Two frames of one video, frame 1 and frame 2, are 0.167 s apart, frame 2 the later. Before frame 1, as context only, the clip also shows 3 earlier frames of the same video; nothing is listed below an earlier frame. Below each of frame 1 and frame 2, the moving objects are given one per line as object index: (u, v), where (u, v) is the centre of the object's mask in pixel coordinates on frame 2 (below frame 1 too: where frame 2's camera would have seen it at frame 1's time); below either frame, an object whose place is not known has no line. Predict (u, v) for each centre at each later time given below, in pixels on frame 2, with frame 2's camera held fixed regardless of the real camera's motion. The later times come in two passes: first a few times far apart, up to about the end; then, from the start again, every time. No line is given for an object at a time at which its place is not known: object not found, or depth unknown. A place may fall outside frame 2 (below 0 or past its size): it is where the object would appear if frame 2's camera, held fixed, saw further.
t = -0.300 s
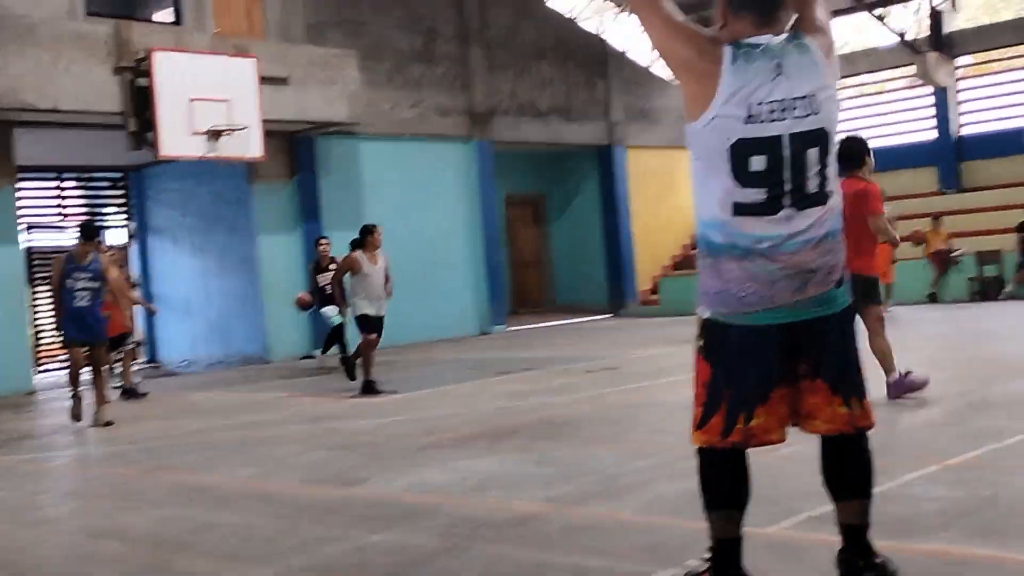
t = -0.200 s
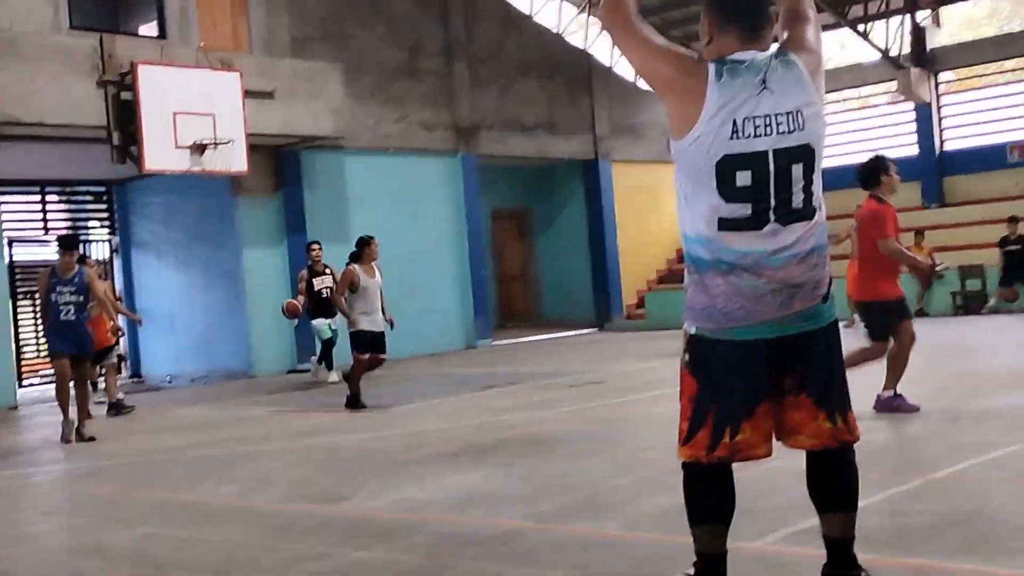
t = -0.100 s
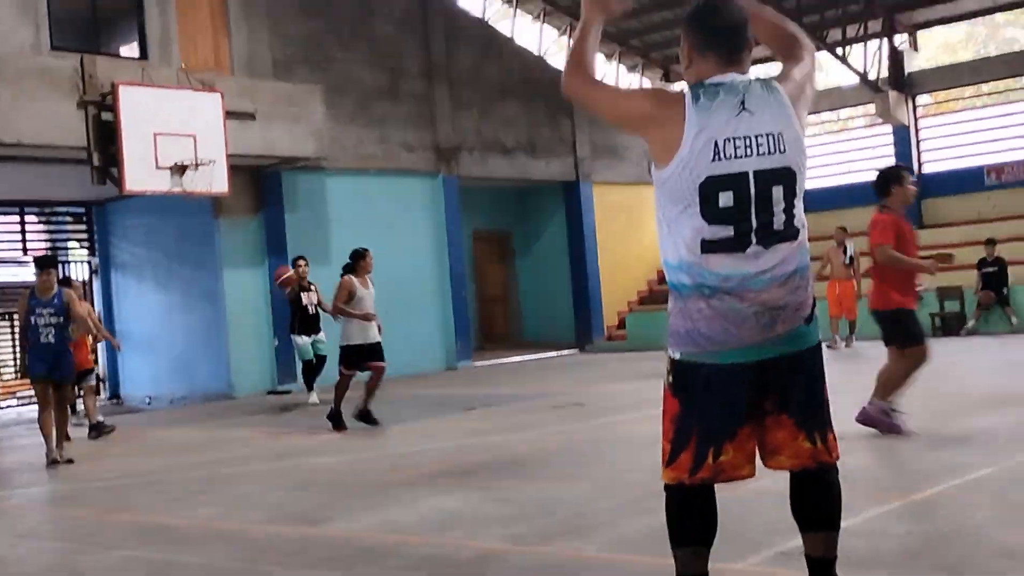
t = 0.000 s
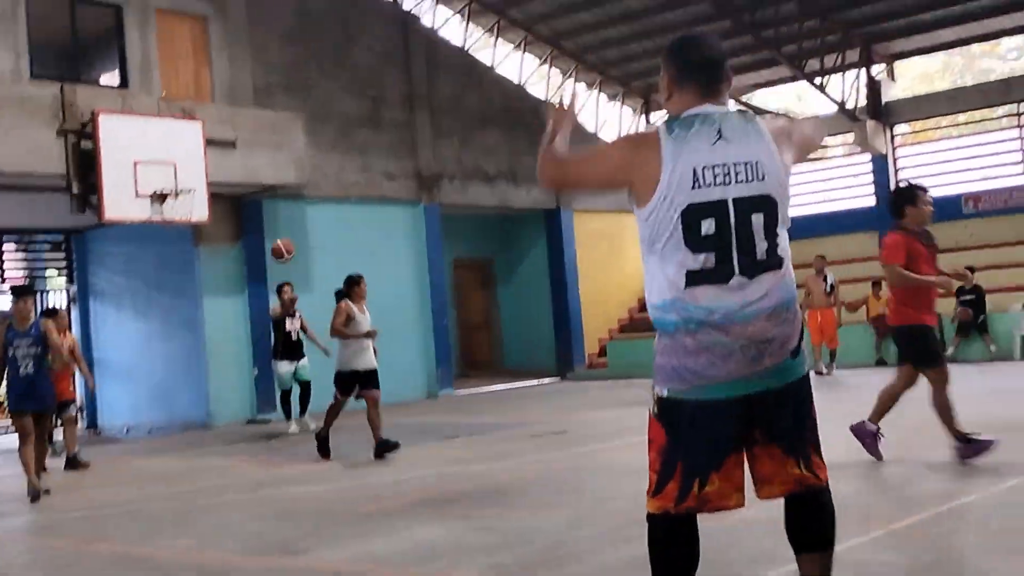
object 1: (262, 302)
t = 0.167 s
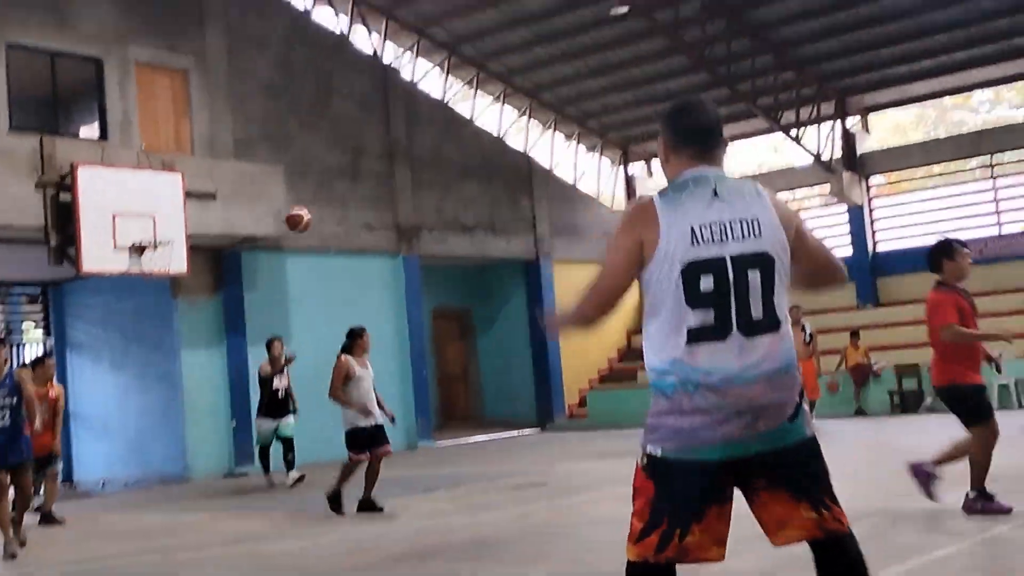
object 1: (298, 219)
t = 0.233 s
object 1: (315, 191)
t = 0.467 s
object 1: (391, 119)
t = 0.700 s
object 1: (506, 108)
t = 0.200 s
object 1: (306, 205)
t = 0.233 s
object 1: (315, 191)
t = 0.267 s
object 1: (325, 178)
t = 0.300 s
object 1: (334, 166)
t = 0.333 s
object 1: (345, 154)
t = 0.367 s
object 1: (355, 144)
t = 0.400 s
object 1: (366, 134)
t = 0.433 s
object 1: (379, 125)
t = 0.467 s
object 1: (391, 119)
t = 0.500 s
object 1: (405, 113)
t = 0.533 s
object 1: (419, 107)
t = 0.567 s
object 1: (433, 107)
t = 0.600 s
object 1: (448, 105)
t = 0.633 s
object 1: (467, 103)
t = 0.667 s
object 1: (486, 103)
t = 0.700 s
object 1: (506, 108)
